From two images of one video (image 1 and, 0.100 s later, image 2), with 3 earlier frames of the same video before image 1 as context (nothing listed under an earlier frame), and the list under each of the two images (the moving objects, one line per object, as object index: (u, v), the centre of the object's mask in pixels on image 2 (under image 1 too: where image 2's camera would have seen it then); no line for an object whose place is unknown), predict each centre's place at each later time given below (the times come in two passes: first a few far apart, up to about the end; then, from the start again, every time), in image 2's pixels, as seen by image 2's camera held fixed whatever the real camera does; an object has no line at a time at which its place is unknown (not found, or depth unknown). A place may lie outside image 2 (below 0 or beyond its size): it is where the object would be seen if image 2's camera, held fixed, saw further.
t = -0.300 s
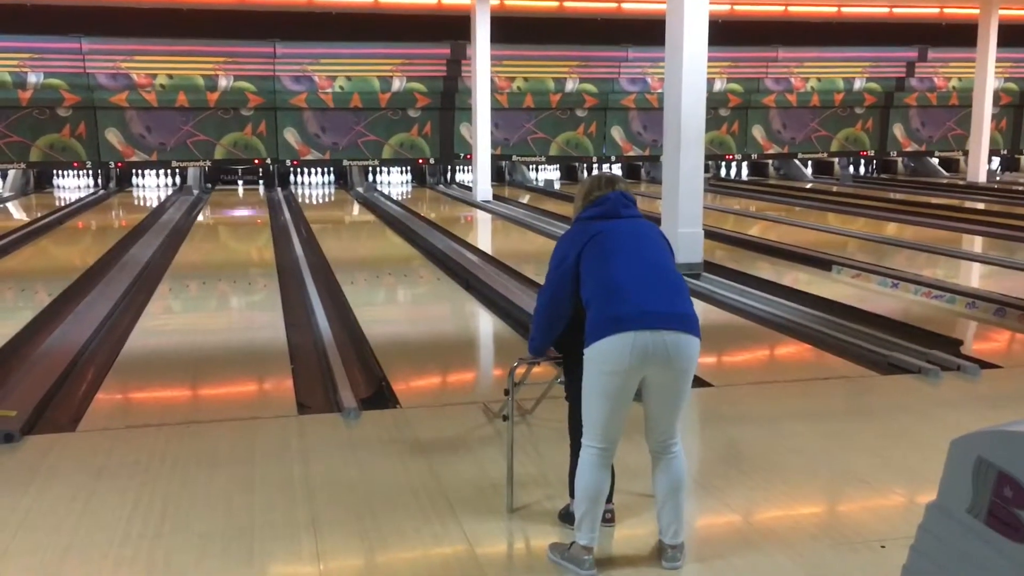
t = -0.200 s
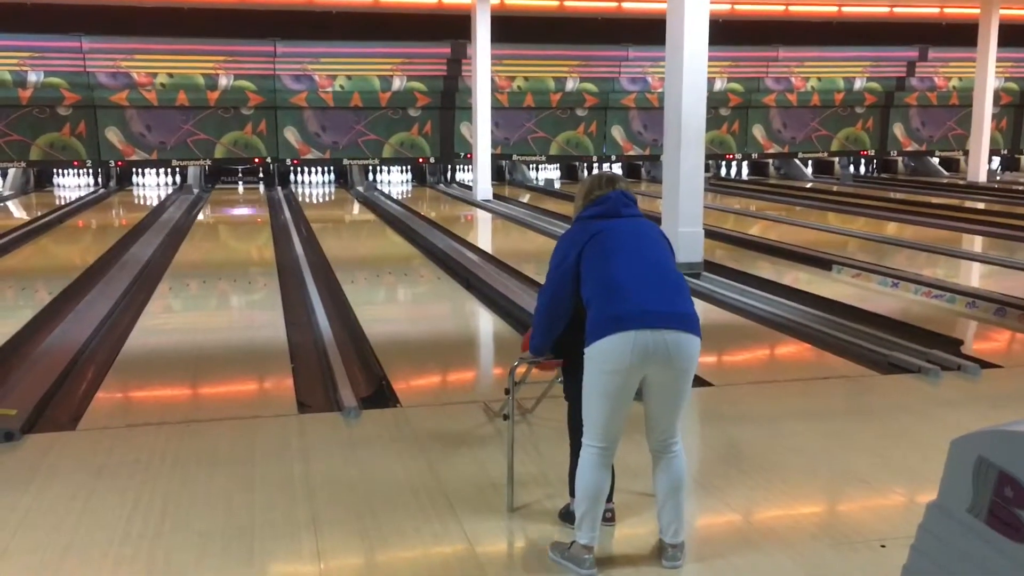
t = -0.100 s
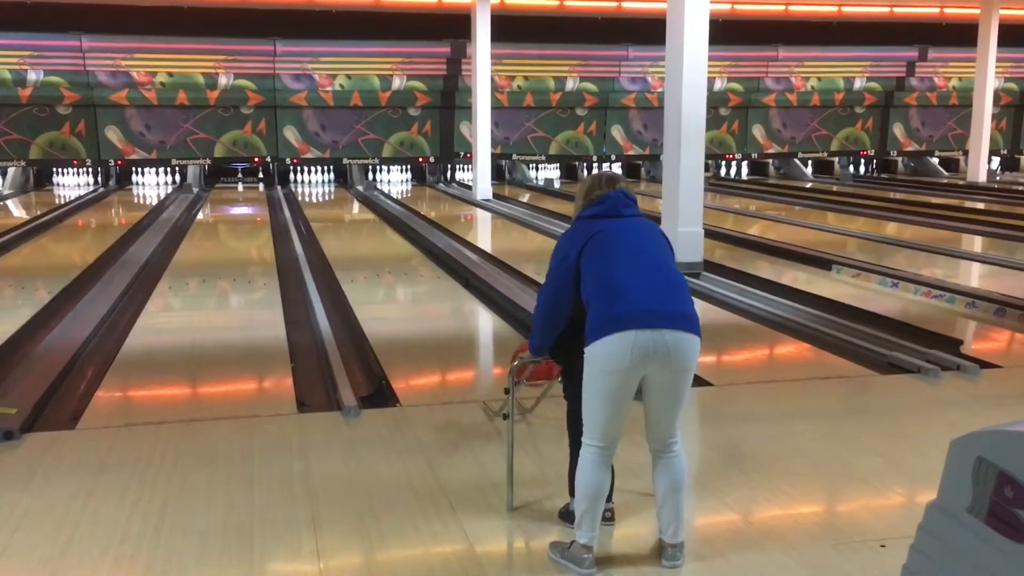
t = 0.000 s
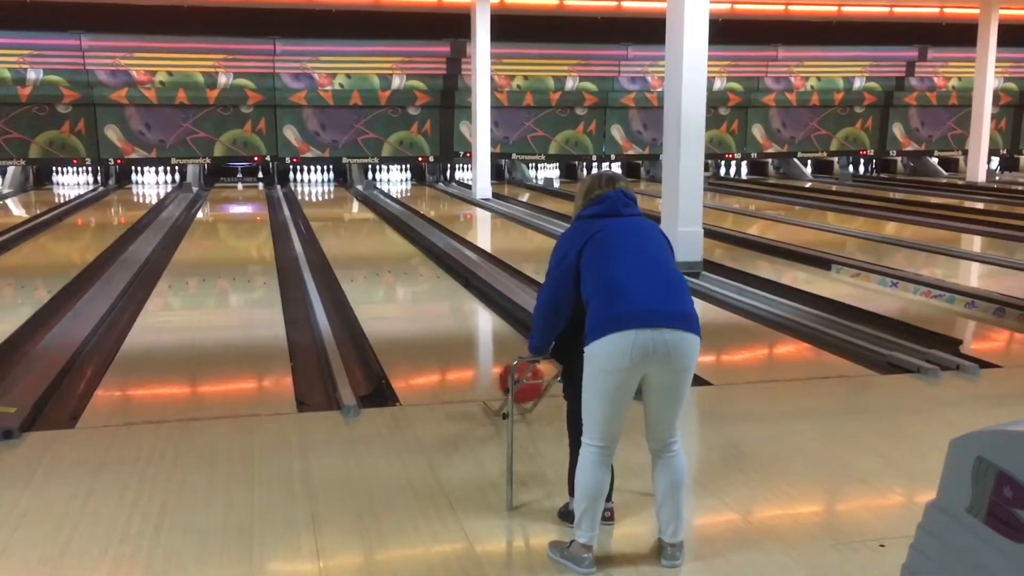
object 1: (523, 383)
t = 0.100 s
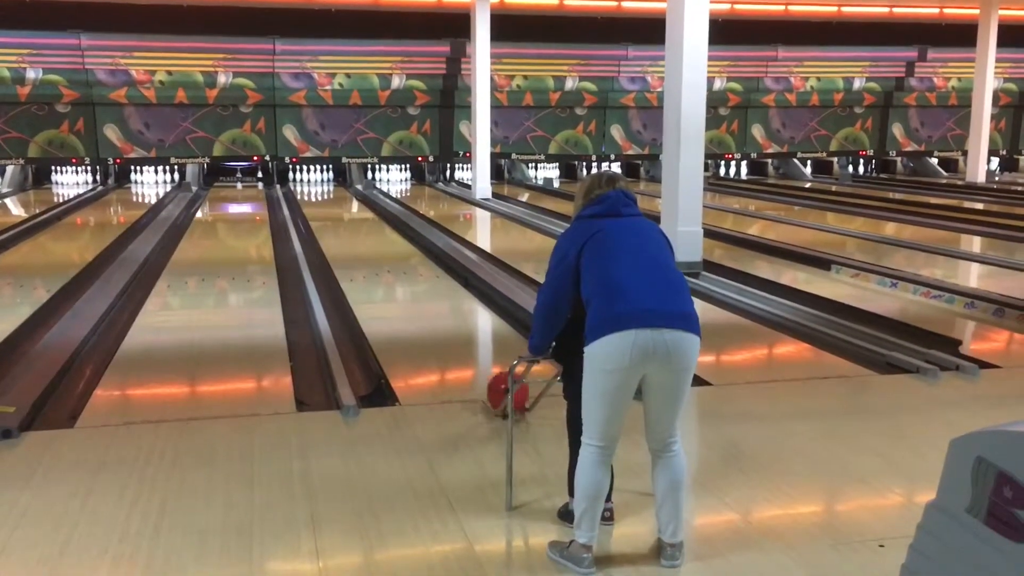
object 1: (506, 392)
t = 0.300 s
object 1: (486, 366)
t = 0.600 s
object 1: (460, 335)
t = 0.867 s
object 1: (442, 313)
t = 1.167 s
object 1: (426, 294)
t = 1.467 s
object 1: (413, 278)
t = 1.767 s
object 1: (402, 265)
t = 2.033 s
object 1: (393, 255)
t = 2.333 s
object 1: (385, 245)
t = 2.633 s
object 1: (377, 237)
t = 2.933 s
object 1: (371, 230)
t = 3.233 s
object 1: (366, 224)
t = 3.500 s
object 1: (361, 219)
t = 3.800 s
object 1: (357, 213)
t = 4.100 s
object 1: (353, 209)
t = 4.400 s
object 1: (350, 205)
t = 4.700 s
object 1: (346, 201)
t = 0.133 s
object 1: (500, 388)
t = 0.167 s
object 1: (495, 382)
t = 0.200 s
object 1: (493, 379)
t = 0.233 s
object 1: (491, 374)
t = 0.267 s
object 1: (488, 370)
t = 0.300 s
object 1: (486, 366)
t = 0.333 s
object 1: (482, 362)
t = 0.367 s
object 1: (479, 358)
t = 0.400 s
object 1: (476, 354)
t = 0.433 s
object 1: (473, 351)
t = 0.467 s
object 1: (470, 347)
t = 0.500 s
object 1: (468, 344)
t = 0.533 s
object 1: (465, 341)
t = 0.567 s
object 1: (462, 338)
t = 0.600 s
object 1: (460, 335)
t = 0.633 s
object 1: (457, 332)
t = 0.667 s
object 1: (455, 329)
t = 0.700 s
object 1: (453, 326)
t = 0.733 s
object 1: (451, 324)
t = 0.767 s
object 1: (448, 321)
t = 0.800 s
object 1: (446, 318)
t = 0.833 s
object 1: (444, 316)
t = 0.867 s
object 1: (442, 313)
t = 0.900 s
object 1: (440, 311)
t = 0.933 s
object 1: (438, 308)
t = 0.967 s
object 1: (436, 306)
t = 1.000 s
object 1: (435, 304)
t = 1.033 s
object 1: (433, 302)
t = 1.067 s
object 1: (431, 300)
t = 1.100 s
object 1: (429, 298)
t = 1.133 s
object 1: (428, 296)
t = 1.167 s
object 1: (426, 294)
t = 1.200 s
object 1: (425, 292)
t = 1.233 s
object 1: (423, 290)
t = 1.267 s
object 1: (421, 288)
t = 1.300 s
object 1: (420, 286)
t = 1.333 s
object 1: (419, 285)
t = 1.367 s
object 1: (417, 283)
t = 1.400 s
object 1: (416, 281)
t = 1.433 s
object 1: (414, 279)
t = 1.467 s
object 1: (413, 278)
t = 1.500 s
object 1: (412, 276)
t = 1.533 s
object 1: (410, 275)
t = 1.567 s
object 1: (409, 273)
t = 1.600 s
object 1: (408, 272)
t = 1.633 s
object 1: (406, 270)
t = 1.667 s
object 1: (405, 269)
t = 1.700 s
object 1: (404, 268)
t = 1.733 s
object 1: (403, 266)
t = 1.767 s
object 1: (402, 265)
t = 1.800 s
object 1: (401, 263)
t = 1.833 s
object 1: (399, 263)
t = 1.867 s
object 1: (398, 261)
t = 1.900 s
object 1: (397, 260)
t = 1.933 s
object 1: (396, 259)
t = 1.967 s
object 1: (395, 257)
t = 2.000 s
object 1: (394, 256)
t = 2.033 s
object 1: (393, 255)
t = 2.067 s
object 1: (392, 254)
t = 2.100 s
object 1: (391, 253)
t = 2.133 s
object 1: (390, 252)
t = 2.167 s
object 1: (389, 251)
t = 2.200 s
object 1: (388, 250)
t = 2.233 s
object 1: (387, 249)
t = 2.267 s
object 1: (387, 248)
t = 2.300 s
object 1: (386, 246)
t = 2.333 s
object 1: (385, 245)
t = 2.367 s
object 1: (384, 244)
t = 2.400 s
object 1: (383, 243)
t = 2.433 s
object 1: (382, 242)
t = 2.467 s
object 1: (381, 242)
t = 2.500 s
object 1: (381, 241)
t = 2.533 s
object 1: (380, 240)
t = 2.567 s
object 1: (379, 239)
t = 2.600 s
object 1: (378, 238)
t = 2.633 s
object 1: (377, 237)
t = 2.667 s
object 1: (377, 236)
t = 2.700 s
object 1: (376, 236)
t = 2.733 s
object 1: (375, 235)
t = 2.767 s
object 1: (375, 234)
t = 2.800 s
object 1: (374, 233)
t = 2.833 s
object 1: (373, 232)
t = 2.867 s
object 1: (372, 232)
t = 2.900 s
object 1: (372, 231)
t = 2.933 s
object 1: (371, 230)
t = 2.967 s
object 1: (370, 230)
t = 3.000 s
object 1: (370, 229)
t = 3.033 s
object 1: (369, 228)
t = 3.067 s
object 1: (368, 227)
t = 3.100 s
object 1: (368, 227)
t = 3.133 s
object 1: (367, 227)
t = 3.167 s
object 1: (367, 225)
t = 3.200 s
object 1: (366, 224)
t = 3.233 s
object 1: (366, 224)
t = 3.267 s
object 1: (365, 223)
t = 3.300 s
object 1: (364, 223)
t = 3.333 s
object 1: (363, 222)
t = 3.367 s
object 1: (363, 221)
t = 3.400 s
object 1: (363, 220)
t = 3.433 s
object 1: (362, 220)
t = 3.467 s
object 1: (362, 219)
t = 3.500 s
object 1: (361, 219)
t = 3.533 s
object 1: (361, 218)
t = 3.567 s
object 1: (360, 217)
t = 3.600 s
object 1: (359, 217)
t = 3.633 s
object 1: (359, 216)
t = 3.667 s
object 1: (358, 216)
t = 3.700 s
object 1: (358, 215)
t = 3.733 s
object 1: (358, 215)
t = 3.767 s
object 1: (357, 214)
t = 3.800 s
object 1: (357, 213)
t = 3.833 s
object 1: (356, 213)
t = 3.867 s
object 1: (356, 212)
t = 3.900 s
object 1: (355, 212)
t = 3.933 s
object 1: (355, 211)
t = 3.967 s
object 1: (355, 211)
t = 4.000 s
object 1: (354, 210)
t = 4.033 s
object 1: (354, 210)
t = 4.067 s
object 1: (353, 209)
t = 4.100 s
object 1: (353, 209)
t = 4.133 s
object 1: (352, 209)
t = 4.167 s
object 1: (352, 208)
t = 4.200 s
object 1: (352, 208)
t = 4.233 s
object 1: (352, 207)
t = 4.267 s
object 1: (351, 207)
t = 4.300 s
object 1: (351, 207)
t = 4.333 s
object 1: (350, 205)
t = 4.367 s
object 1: (350, 205)
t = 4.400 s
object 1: (350, 205)
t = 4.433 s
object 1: (350, 204)
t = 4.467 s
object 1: (349, 204)
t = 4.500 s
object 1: (348, 203)
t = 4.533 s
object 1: (348, 203)
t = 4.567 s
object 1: (348, 202)
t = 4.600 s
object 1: (347, 202)
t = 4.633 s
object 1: (347, 202)
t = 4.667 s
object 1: (347, 201)
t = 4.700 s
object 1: (346, 201)
